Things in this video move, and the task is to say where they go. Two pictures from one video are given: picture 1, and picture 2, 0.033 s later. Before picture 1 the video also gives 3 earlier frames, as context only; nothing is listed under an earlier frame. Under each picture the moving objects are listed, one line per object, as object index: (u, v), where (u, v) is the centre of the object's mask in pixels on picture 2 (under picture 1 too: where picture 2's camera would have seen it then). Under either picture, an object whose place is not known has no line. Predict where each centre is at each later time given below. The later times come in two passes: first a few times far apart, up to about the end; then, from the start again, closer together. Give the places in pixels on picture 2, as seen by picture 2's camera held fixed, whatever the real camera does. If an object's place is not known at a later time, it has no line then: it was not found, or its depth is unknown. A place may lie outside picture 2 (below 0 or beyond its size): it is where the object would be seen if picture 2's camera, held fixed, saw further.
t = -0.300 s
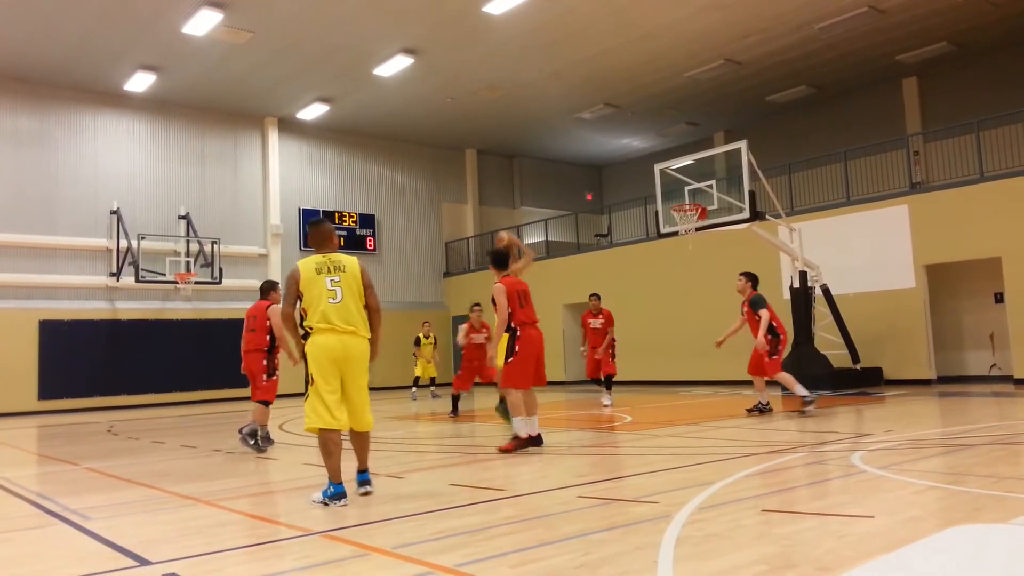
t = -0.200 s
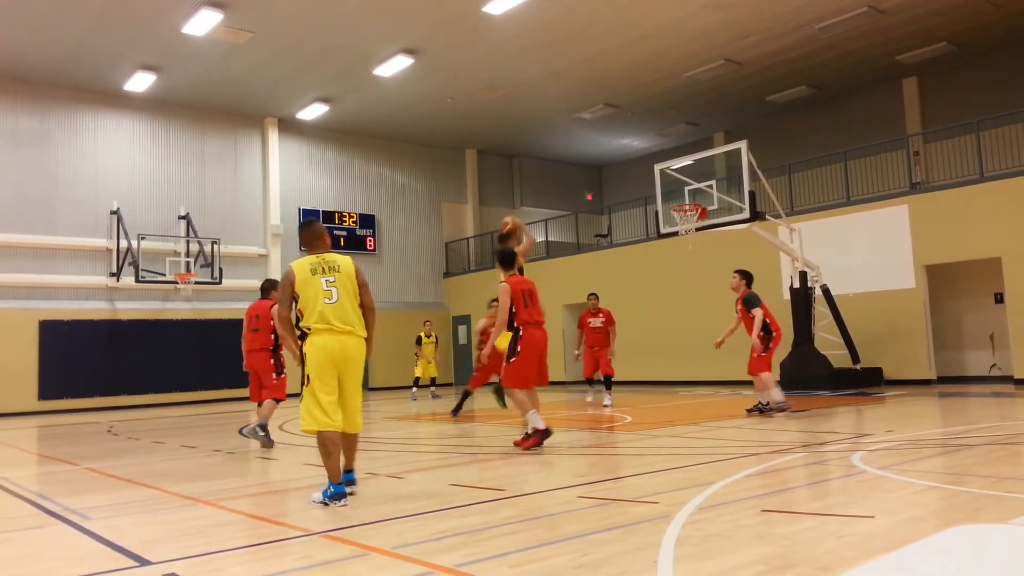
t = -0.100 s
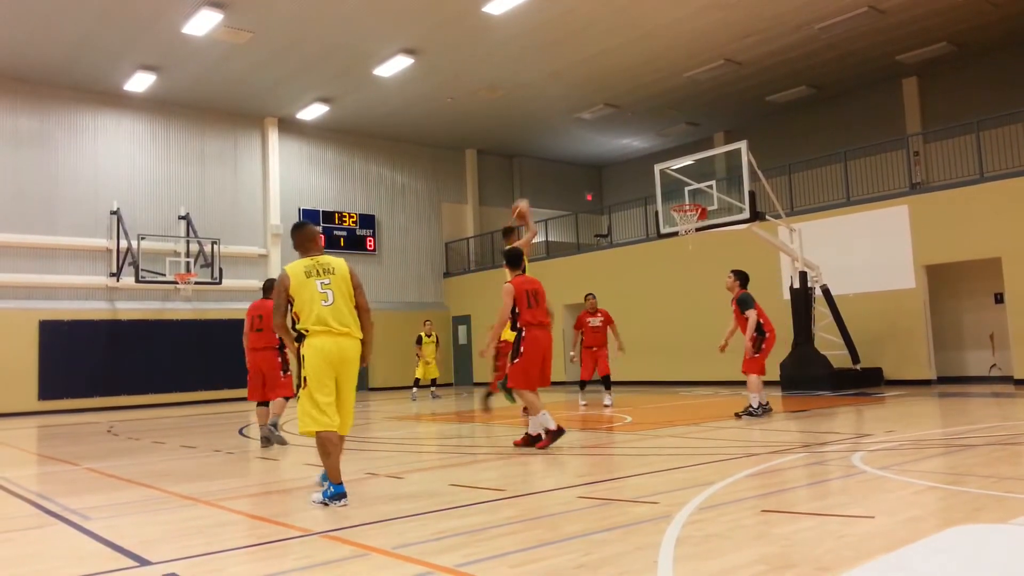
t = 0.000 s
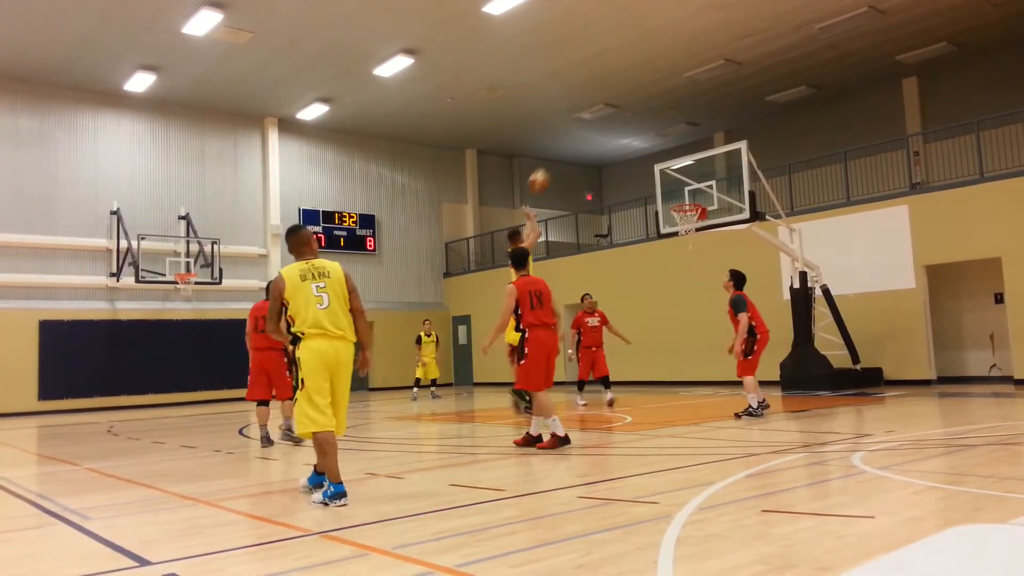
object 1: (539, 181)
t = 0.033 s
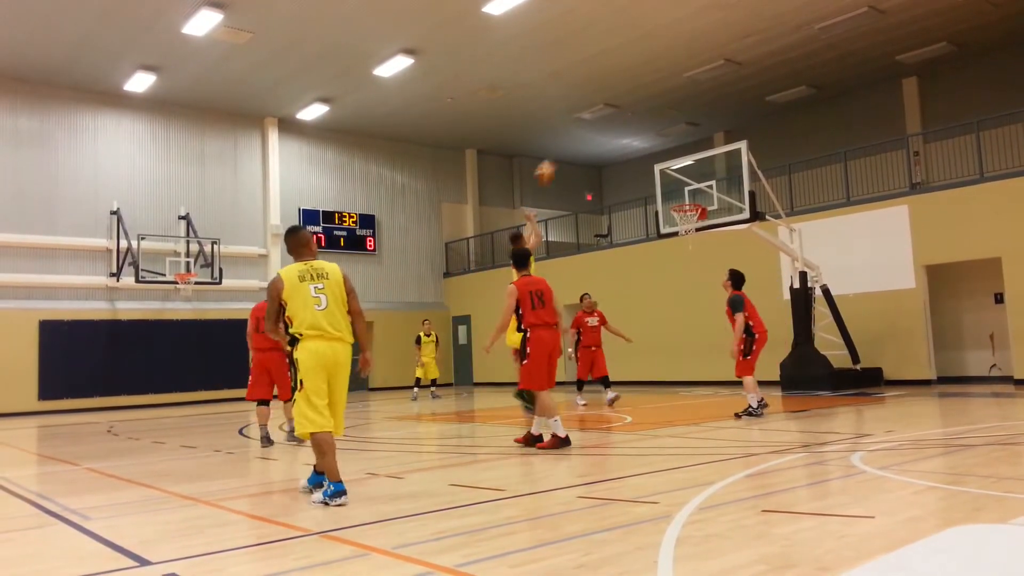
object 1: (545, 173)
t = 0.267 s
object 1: (589, 136)
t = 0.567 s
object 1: (639, 147)
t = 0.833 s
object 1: (678, 198)
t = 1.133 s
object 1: (688, 190)
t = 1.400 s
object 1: (680, 201)
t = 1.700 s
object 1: (692, 219)
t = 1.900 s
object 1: (697, 233)
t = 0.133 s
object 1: (564, 151)
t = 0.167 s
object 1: (571, 145)
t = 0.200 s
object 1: (577, 141)
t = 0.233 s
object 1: (583, 138)
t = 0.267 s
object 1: (589, 136)
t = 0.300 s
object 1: (595, 134)
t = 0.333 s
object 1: (600, 133)
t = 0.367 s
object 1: (606, 132)
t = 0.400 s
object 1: (612, 133)
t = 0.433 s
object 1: (618, 134)
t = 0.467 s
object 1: (623, 136)
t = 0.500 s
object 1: (628, 138)
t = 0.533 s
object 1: (633, 143)
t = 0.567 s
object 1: (639, 147)
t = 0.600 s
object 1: (644, 151)
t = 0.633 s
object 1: (649, 155)
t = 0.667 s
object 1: (654, 160)
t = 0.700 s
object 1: (658, 167)
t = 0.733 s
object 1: (665, 177)
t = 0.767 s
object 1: (668, 182)
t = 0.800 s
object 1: (674, 190)
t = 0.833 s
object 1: (678, 198)
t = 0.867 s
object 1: (679, 195)
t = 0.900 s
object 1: (680, 192)
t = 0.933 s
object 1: (682, 189)
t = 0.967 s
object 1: (683, 188)
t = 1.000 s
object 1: (684, 187)
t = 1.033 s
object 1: (685, 187)
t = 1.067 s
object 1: (686, 187)
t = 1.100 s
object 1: (687, 188)
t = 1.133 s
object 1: (688, 190)
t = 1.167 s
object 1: (690, 191)
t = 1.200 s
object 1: (690, 192)
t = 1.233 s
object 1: (689, 194)
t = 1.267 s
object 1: (687, 195)
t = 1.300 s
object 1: (684, 197)
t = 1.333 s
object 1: (683, 199)
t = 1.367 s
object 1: (681, 201)
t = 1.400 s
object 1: (680, 201)
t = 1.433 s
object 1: (680, 201)
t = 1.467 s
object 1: (680, 205)
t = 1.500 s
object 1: (680, 203)
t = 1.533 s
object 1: (679, 207)
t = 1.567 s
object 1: (683, 212)
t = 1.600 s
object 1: (685, 215)
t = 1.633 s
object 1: (686, 215)
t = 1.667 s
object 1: (686, 216)
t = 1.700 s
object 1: (692, 219)
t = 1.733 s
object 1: (693, 222)
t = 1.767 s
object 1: (695, 226)
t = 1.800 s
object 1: (696, 226)
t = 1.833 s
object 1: (697, 227)
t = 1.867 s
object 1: (697, 229)
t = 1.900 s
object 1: (697, 233)
